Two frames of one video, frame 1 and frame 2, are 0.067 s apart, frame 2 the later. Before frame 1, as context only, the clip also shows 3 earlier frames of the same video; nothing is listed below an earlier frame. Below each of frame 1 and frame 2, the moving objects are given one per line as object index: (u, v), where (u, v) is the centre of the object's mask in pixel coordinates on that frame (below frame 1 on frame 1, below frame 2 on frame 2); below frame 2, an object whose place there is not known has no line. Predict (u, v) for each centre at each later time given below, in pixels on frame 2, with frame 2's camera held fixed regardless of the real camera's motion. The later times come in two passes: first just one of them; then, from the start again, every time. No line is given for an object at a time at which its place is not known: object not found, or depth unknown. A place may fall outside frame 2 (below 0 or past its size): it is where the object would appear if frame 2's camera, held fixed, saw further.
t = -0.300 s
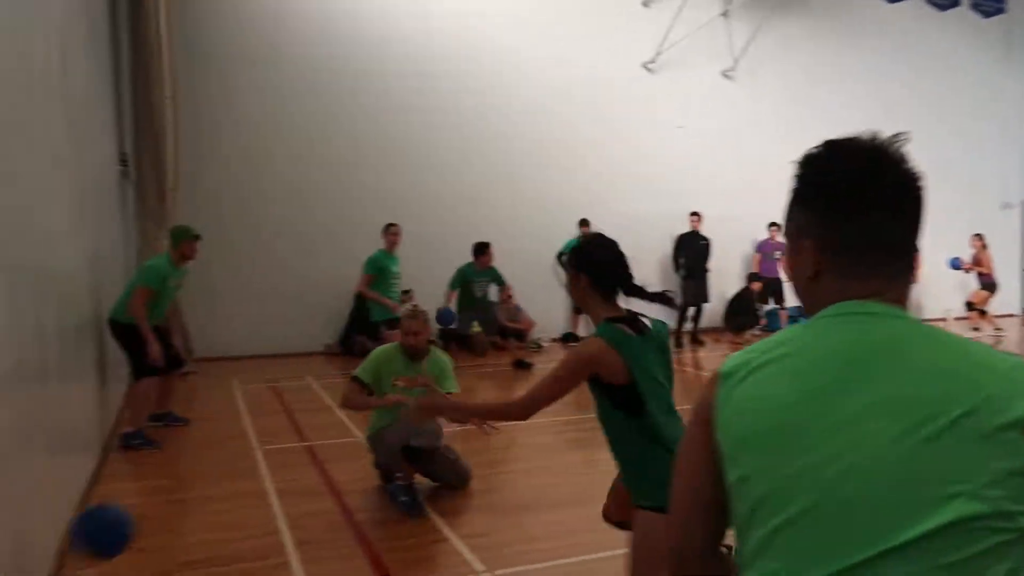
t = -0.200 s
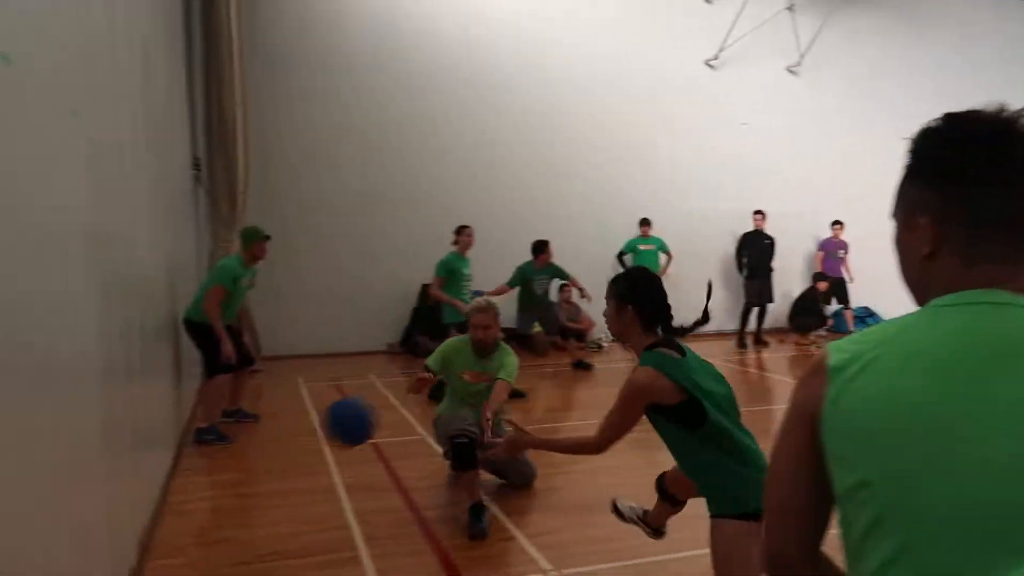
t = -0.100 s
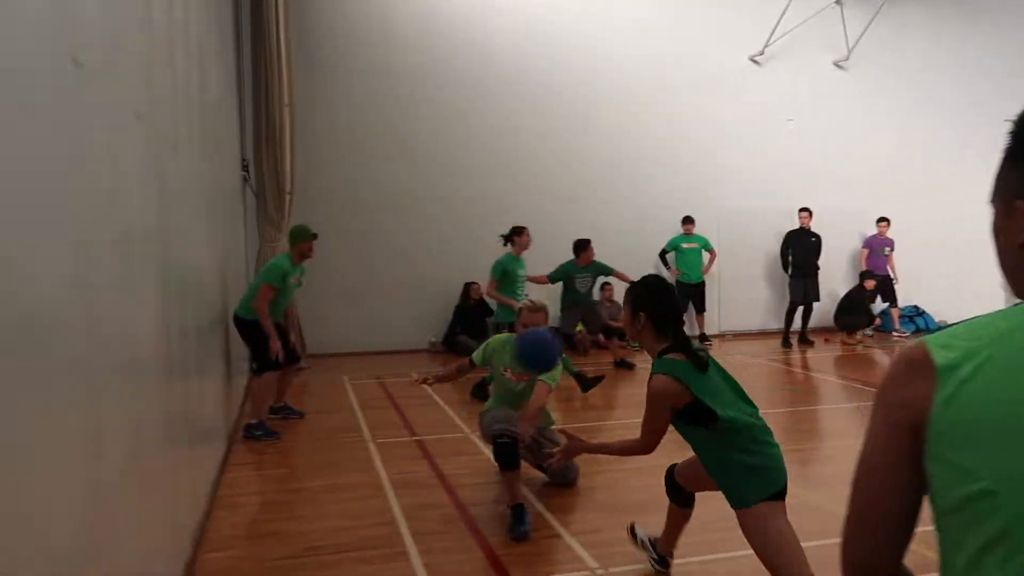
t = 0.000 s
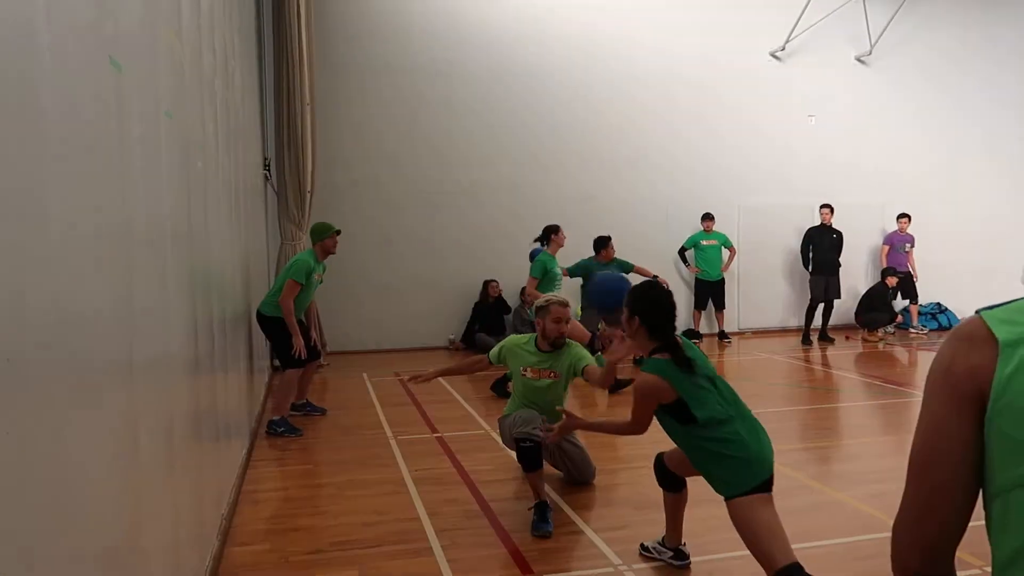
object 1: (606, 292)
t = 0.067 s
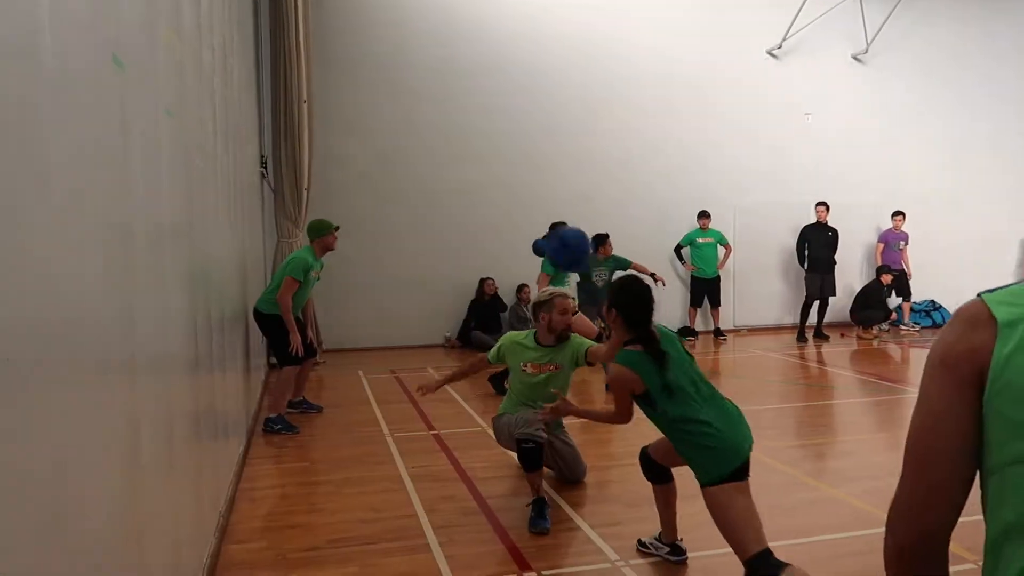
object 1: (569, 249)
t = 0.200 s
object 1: (490, 194)
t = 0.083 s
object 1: (558, 240)
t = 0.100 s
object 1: (549, 232)
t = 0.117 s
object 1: (539, 224)
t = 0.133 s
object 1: (528, 216)
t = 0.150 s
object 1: (519, 210)
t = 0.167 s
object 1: (509, 204)
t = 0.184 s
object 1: (500, 198)
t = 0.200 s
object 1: (490, 194)
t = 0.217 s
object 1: (480, 189)
